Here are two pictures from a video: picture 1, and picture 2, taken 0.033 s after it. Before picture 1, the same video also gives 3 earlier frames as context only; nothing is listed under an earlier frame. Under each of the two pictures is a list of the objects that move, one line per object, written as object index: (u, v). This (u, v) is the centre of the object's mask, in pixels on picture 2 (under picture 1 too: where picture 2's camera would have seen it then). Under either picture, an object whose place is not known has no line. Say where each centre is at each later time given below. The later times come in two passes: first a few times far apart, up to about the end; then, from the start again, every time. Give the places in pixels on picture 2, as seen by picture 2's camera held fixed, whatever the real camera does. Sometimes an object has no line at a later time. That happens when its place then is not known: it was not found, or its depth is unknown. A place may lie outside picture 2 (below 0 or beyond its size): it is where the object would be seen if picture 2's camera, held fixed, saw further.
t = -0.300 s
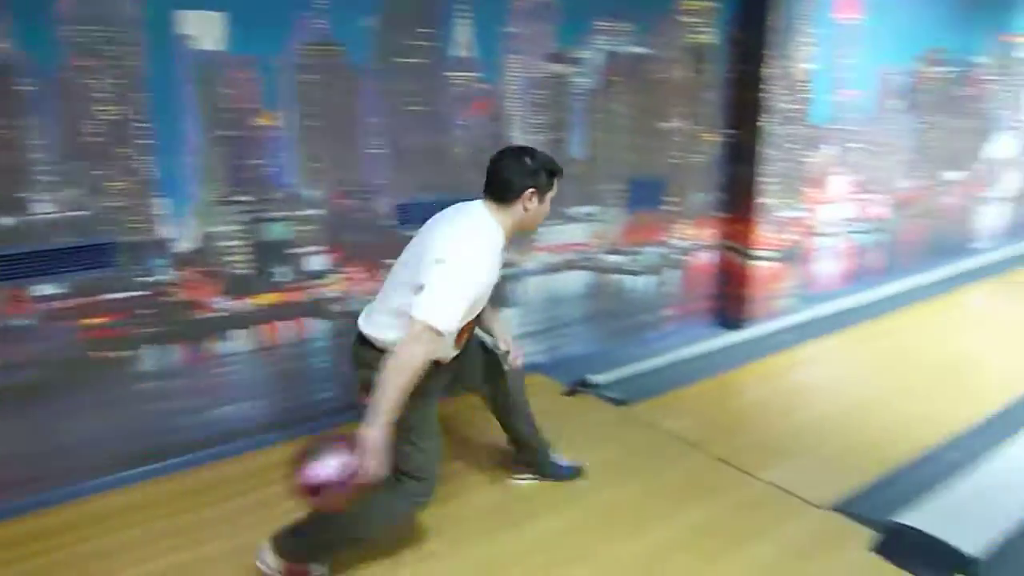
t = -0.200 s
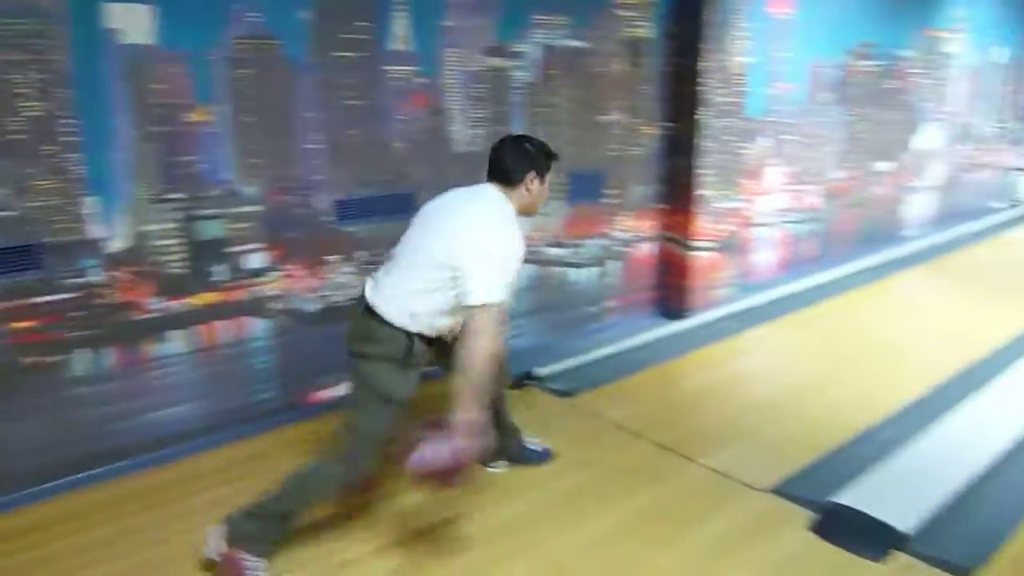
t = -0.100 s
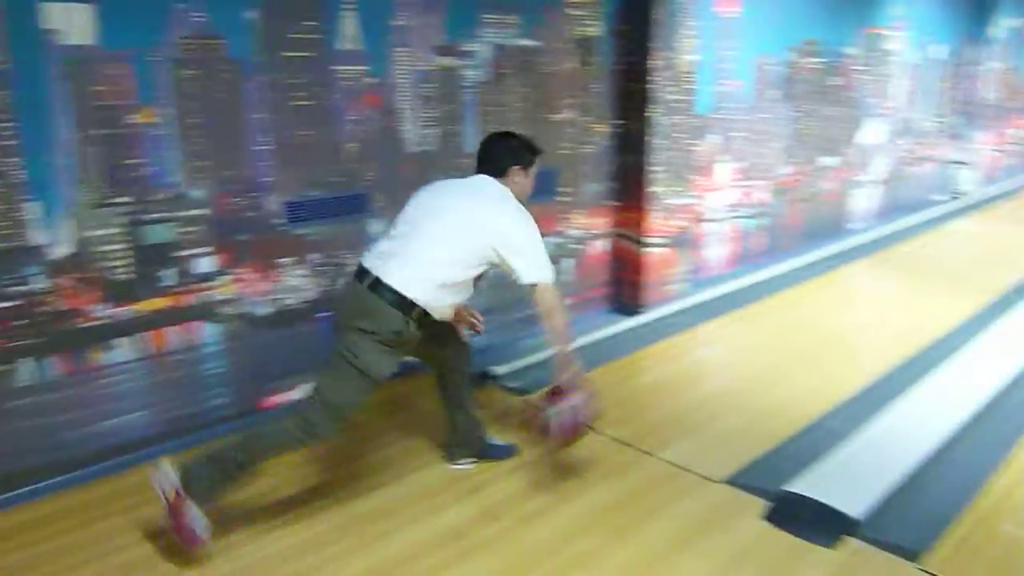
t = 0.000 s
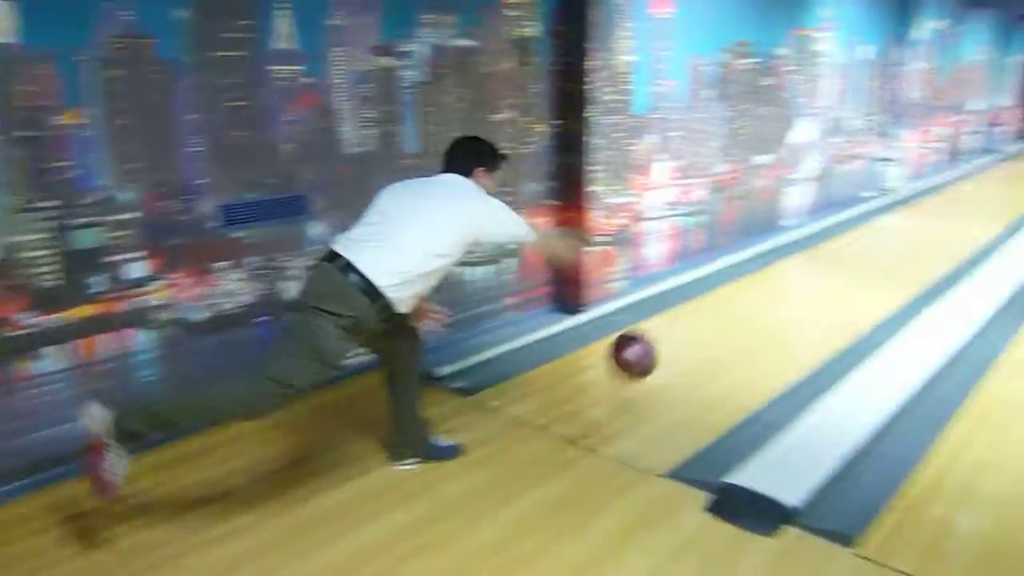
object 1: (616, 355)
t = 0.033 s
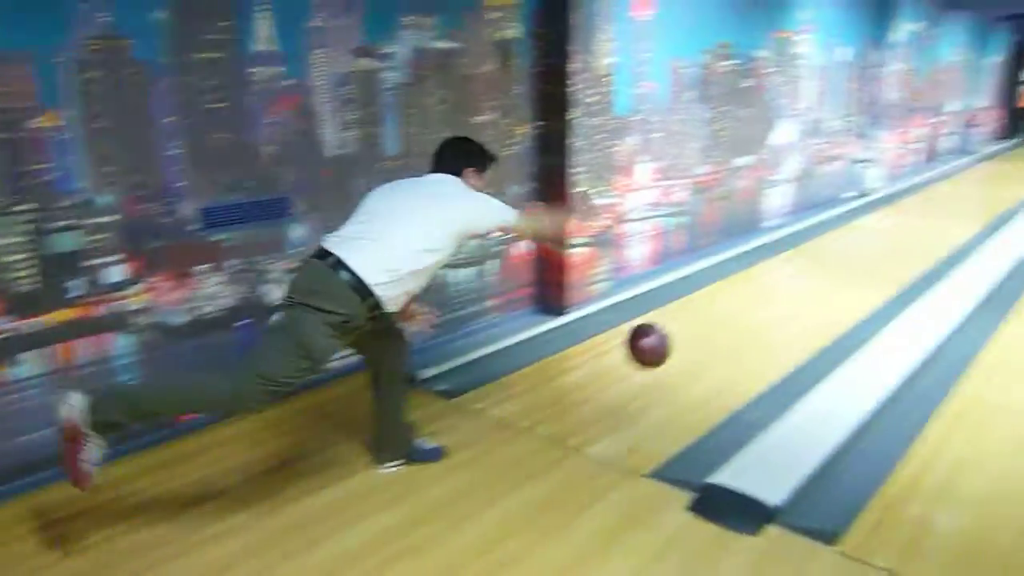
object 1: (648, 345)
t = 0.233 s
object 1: (780, 308)
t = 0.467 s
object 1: (871, 256)
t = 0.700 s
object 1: (928, 221)
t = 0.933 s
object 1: (966, 200)
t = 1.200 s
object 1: (998, 180)
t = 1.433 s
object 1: (1019, 168)
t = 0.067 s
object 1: (676, 338)
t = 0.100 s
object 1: (701, 333)
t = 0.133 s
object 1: (723, 330)
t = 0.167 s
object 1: (744, 329)
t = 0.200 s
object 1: (763, 319)
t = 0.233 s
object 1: (780, 308)
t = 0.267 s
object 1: (796, 300)
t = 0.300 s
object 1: (811, 291)
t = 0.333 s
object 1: (825, 283)
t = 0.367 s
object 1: (838, 275)
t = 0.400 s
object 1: (850, 268)
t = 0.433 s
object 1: (861, 262)
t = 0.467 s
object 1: (871, 256)
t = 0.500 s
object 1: (881, 250)
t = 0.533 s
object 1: (890, 244)
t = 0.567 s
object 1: (898, 240)
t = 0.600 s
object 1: (906, 235)
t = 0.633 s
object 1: (914, 230)
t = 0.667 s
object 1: (920, 226)
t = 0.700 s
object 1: (928, 221)
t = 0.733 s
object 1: (934, 218)
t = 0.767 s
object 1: (940, 214)
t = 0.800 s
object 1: (946, 211)
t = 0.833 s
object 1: (951, 207)
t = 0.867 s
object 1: (956, 204)
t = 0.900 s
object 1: (961, 202)
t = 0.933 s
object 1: (966, 200)
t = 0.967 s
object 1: (971, 197)
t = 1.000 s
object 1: (975, 194)
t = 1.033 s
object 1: (979, 191)
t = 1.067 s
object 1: (983, 189)
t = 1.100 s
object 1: (987, 186)
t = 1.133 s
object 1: (991, 184)
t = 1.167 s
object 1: (995, 182)
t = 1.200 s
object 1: (998, 180)
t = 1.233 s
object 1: (1001, 178)
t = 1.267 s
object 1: (1004, 177)
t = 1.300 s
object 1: (1008, 175)
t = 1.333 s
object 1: (1011, 173)
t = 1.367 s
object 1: (1014, 171)
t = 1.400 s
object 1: (1017, 170)
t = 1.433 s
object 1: (1019, 168)
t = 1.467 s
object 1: (1022, 166)
